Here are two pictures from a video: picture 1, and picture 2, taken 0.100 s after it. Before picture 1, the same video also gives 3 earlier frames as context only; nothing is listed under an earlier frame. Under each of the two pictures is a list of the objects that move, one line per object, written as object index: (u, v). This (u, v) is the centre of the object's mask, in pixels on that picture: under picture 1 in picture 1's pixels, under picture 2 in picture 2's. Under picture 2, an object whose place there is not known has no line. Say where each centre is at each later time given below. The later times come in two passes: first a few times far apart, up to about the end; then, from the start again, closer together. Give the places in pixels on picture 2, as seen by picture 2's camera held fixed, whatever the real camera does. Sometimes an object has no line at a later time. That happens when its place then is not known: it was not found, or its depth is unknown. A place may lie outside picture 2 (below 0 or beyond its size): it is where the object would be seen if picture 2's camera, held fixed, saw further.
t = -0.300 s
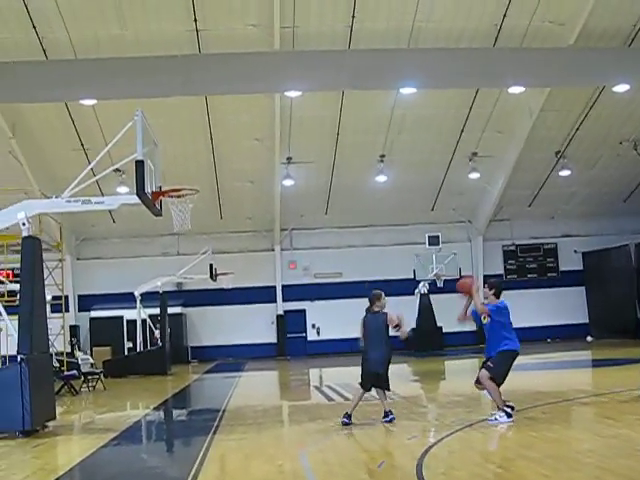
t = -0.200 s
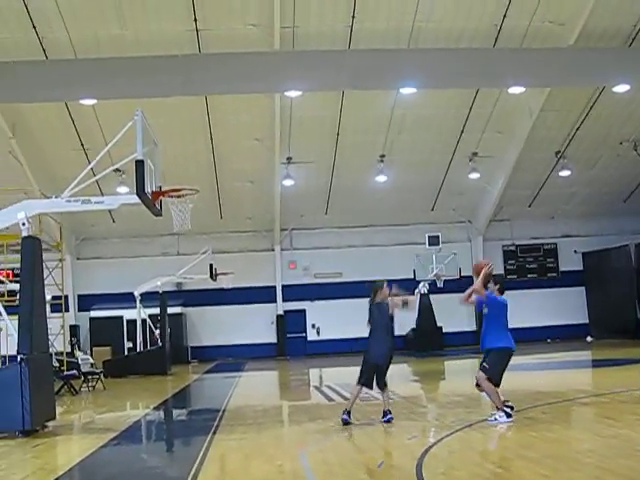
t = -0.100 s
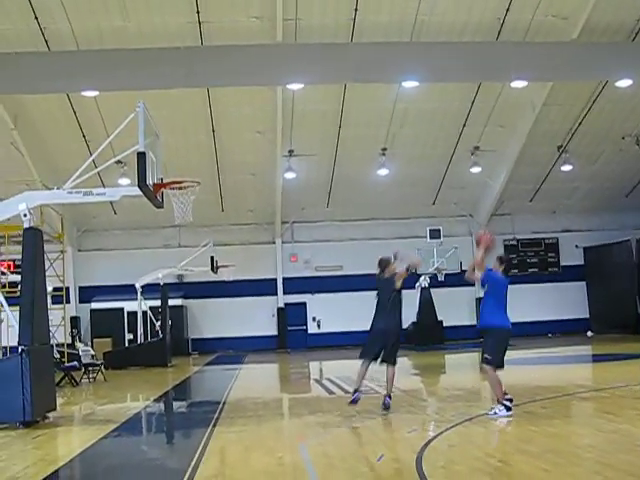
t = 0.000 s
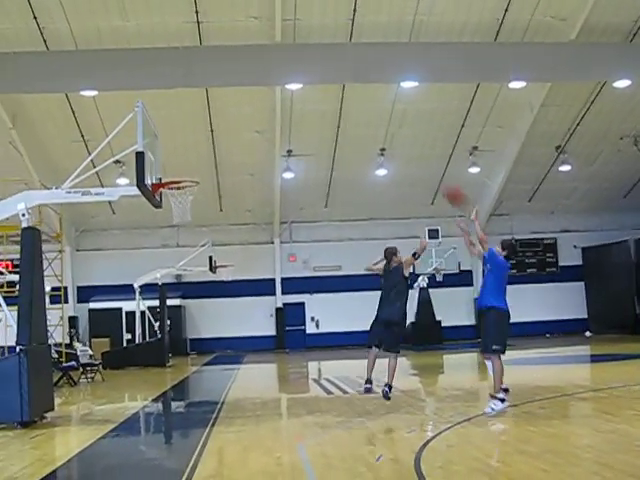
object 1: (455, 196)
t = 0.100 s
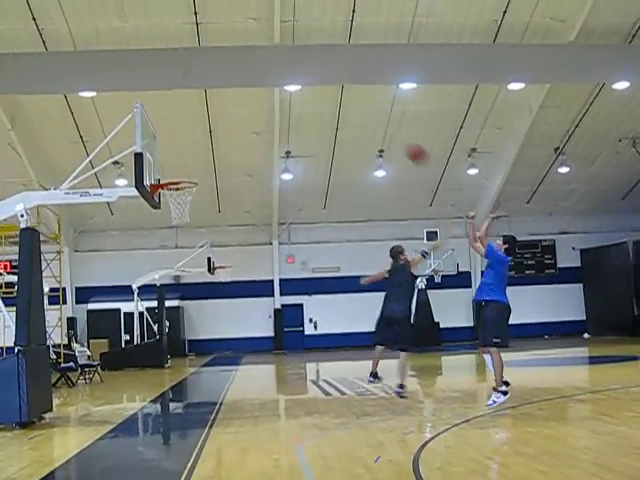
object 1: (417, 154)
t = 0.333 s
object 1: (339, 89)
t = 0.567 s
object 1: (271, 71)
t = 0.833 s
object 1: (201, 98)
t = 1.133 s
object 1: (183, 172)
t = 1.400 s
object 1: (176, 167)
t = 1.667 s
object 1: (189, 172)
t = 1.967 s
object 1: (190, 173)
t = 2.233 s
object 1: (197, 197)
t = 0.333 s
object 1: (339, 89)
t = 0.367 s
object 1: (329, 84)
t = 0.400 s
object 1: (319, 80)
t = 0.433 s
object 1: (309, 76)
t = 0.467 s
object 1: (299, 73)
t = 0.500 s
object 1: (290, 72)
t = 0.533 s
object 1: (281, 70)
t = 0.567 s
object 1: (271, 71)
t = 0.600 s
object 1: (262, 71)
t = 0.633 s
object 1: (253, 72)
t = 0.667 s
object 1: (244, 75)
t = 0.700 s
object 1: (235, 78)
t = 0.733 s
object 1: (226, 82)
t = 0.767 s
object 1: (217, 86)
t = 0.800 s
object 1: (208, 92)
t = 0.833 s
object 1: (201, 98)
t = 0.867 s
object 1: (192, 105)
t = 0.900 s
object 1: (184, 112)
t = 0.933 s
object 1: (176, 120)
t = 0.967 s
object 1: (168, 129)
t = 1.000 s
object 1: (159, 139)
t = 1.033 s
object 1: (160, 147)
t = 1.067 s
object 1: (168, 155)
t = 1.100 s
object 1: (175, 163)
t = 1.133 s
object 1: (183, 172)
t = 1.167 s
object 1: (190, 179)
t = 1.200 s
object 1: (186, 178)
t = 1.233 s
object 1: (180, 179)
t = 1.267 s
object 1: (172, 177)
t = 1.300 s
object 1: (171, 176)
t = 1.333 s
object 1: (172, 173)
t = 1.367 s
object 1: (174, 170)
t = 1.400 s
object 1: (176, 167)
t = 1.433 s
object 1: (177, 165)
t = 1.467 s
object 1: (179, 164)
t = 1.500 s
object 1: (180, 163)
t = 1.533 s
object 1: (182, 163)
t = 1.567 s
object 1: (184, 164)
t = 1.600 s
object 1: (186, 166)
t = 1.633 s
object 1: (187, 169)
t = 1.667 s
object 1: (189, 172)
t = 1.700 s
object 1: (189, 172)
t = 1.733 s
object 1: (189, 169)
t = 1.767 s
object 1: (189, 168)
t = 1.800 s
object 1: (189, 167)
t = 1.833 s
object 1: (189, 168)
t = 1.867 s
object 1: (190, 169)
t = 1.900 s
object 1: (190, 170)
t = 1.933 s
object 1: (190, 173)
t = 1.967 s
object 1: (190, 173)
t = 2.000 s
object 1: (191, 173)
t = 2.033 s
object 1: (191, 174)
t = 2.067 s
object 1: (192, 175)
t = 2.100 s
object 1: (193, 178)
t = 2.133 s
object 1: (194, 181)
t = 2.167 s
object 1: (194, 187)
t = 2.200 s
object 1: (196, 190)
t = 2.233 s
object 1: (197, 197)
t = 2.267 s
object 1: (198, 204)
